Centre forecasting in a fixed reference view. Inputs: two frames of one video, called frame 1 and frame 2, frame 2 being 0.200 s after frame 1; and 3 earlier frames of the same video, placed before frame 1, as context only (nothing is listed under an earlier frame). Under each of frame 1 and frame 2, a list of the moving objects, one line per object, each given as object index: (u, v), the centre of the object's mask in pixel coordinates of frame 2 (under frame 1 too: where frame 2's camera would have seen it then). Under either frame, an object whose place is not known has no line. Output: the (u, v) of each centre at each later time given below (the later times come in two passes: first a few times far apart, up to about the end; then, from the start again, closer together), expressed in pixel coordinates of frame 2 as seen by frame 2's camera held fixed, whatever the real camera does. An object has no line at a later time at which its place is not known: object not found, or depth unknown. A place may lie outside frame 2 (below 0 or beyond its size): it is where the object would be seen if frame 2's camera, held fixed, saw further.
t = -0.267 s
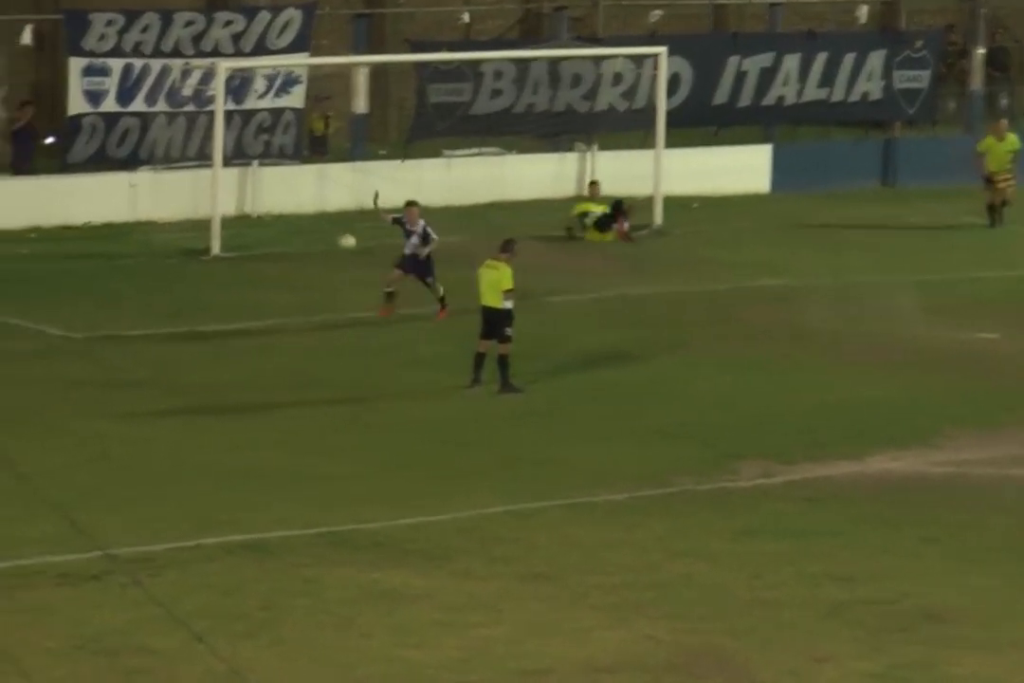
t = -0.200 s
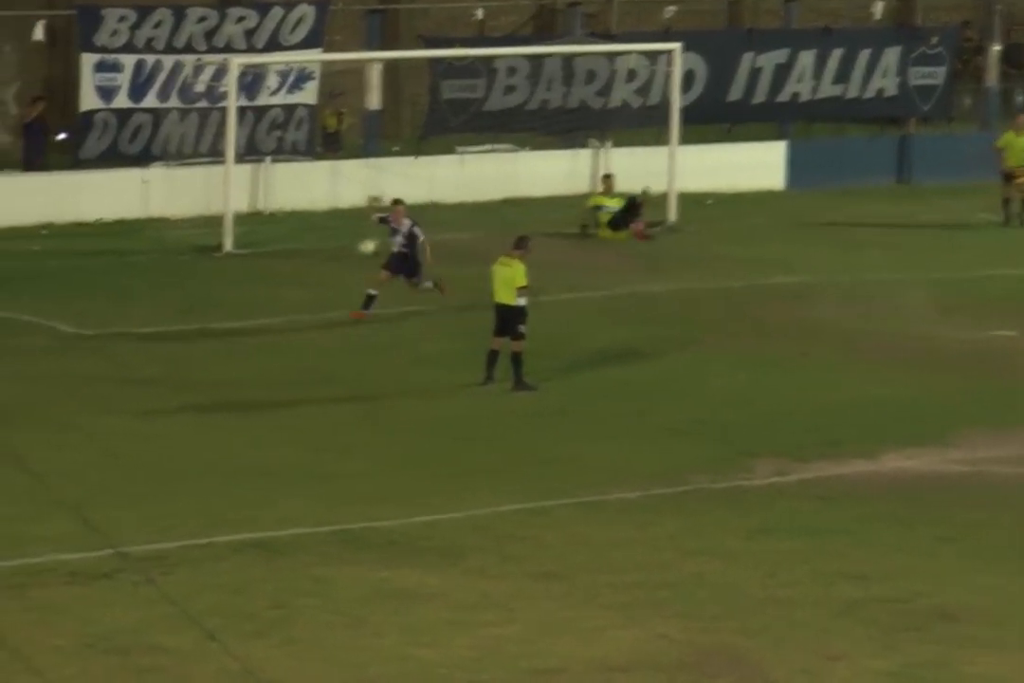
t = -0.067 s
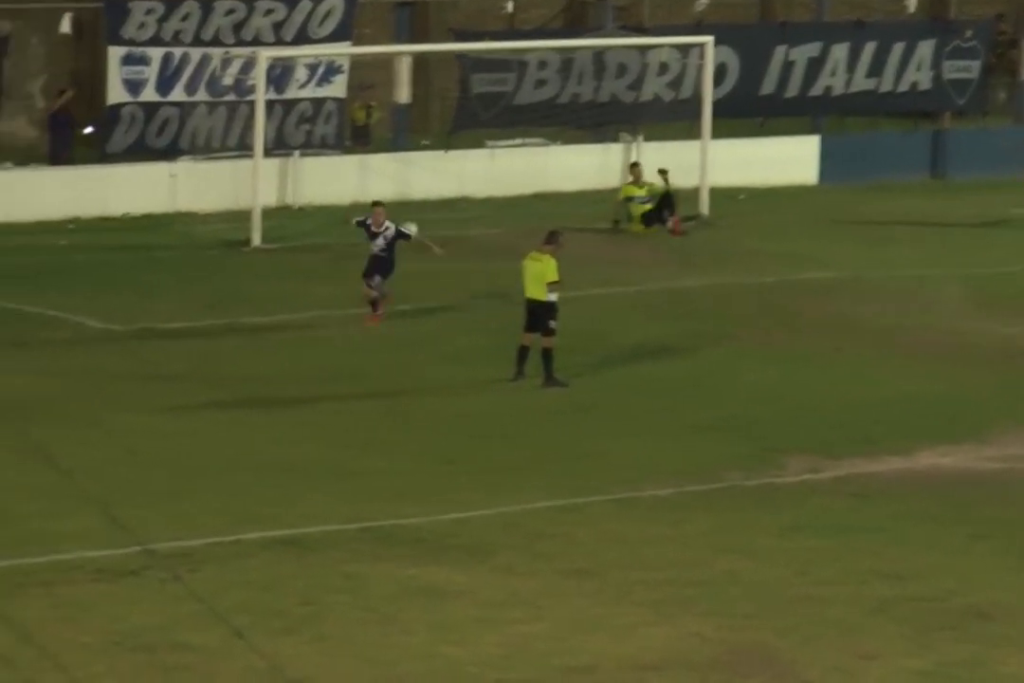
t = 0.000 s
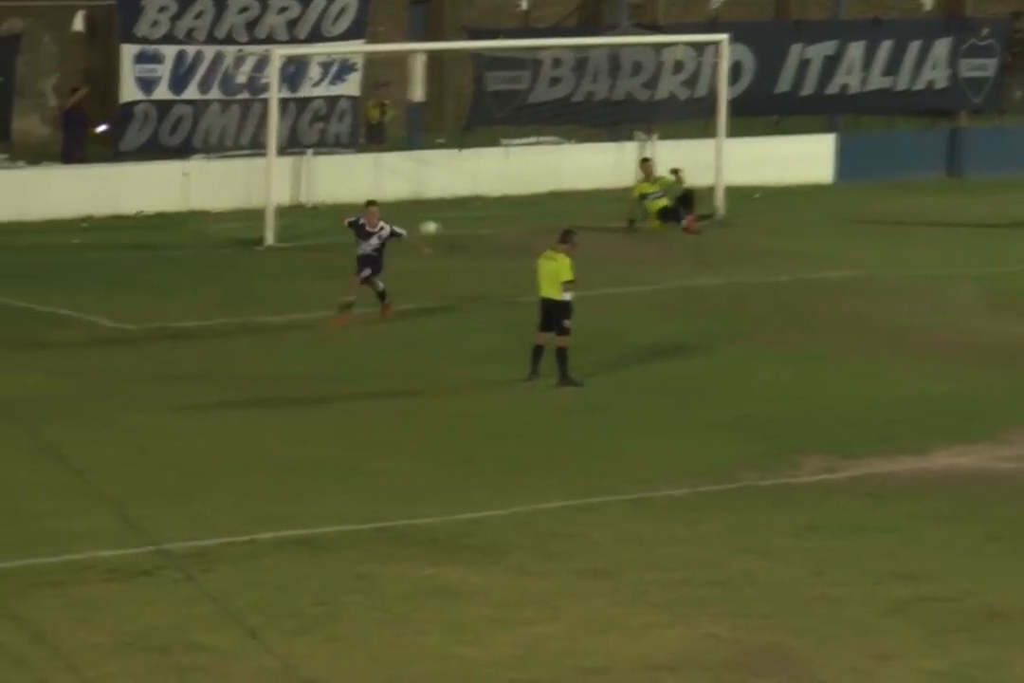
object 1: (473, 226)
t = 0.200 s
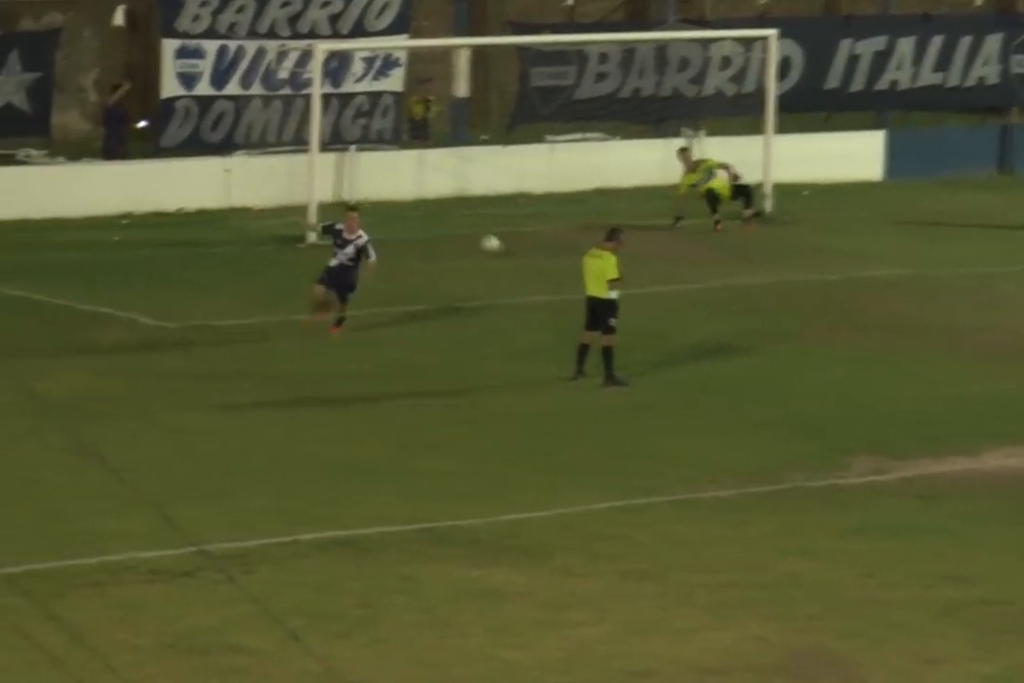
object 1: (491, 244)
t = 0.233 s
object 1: (493, 249)
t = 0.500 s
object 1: (521, 252)
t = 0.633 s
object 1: (533, 255)
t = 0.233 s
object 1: (493, 249)
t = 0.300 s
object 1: (502, 245)
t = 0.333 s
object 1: (504, 245)
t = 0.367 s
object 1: (507, 245)
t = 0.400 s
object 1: (511, 245)
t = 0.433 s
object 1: (514, 247)
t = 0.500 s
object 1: (521, 252)
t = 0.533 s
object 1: (524, 256)
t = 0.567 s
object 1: (528, 255)
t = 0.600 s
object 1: (531, 255)
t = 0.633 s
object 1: (533, 255)
